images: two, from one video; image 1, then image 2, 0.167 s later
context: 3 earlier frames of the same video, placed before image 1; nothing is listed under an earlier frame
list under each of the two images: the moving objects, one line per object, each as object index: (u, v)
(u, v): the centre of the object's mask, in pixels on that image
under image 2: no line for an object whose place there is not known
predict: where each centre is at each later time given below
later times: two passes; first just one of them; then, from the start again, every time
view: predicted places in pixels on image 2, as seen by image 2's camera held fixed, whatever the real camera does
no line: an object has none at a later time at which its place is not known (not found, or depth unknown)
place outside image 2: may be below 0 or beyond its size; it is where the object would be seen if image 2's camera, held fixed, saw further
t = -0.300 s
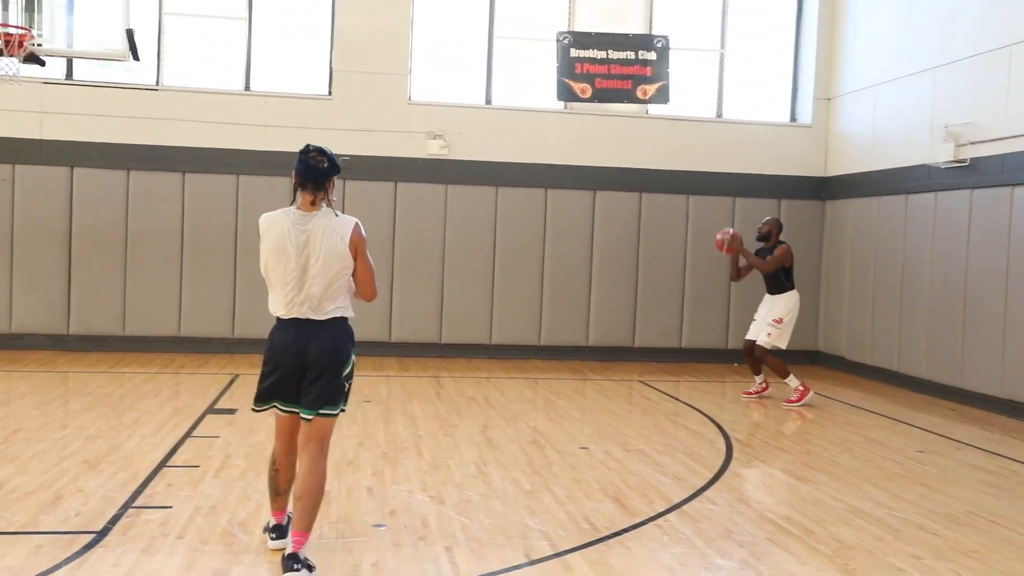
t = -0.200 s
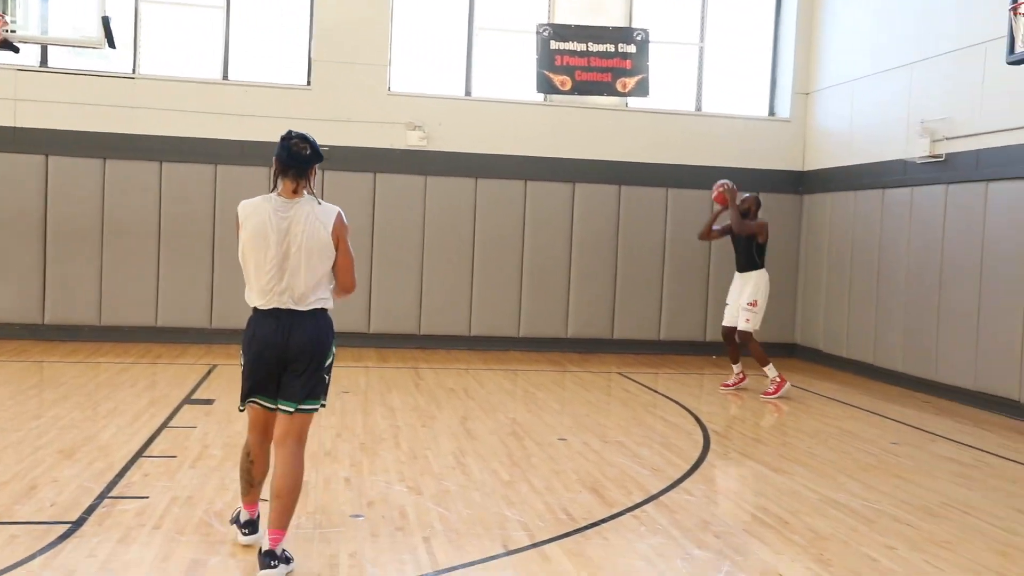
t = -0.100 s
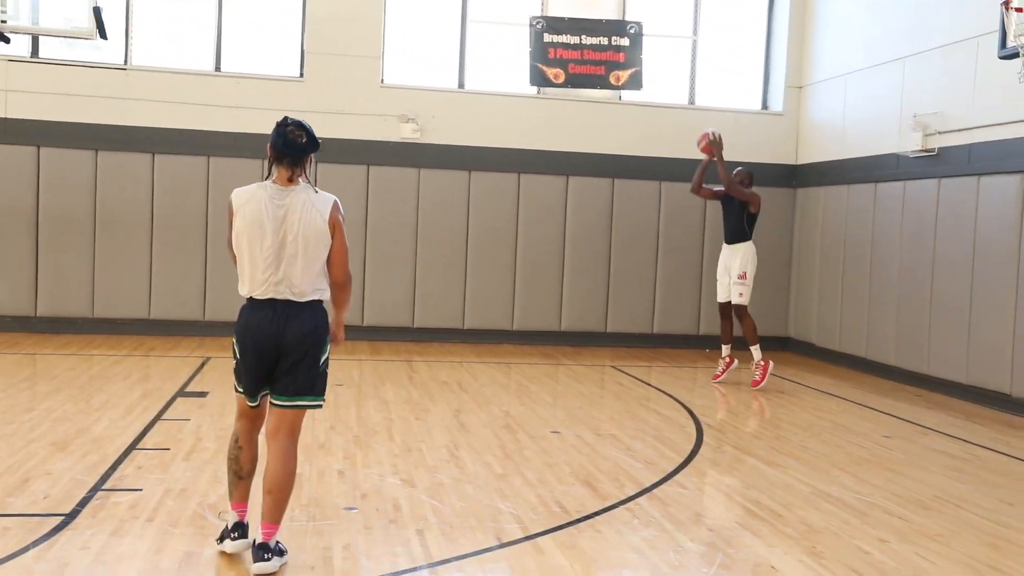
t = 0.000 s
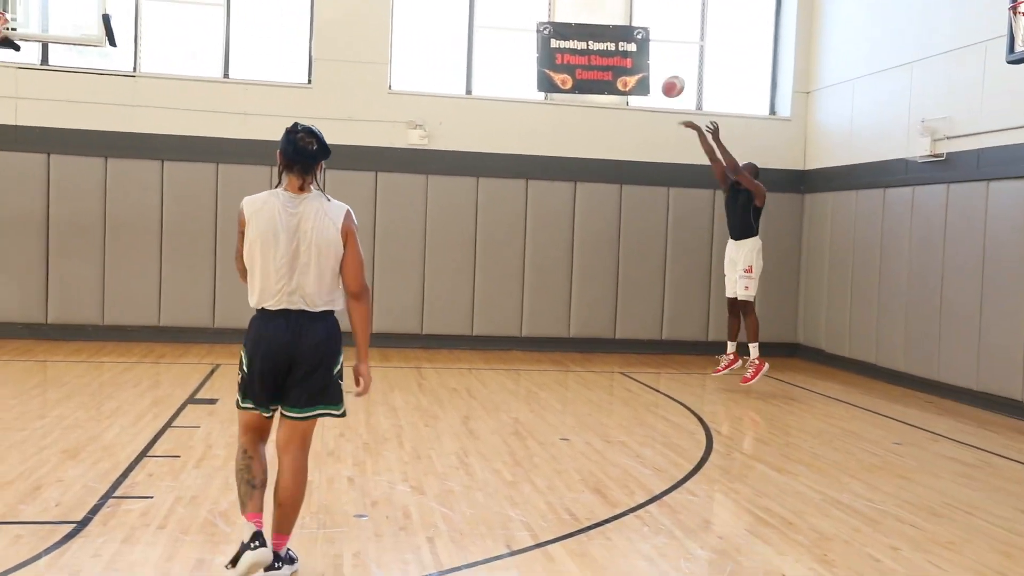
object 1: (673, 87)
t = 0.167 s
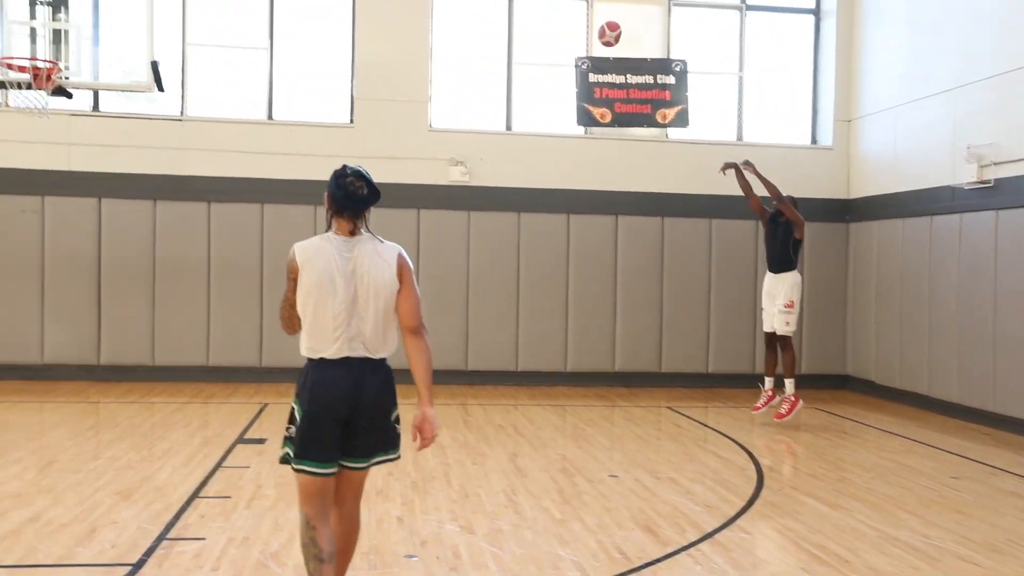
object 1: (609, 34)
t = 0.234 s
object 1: (568, 7)
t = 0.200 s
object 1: (589, 20)
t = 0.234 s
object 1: (568, 7)
